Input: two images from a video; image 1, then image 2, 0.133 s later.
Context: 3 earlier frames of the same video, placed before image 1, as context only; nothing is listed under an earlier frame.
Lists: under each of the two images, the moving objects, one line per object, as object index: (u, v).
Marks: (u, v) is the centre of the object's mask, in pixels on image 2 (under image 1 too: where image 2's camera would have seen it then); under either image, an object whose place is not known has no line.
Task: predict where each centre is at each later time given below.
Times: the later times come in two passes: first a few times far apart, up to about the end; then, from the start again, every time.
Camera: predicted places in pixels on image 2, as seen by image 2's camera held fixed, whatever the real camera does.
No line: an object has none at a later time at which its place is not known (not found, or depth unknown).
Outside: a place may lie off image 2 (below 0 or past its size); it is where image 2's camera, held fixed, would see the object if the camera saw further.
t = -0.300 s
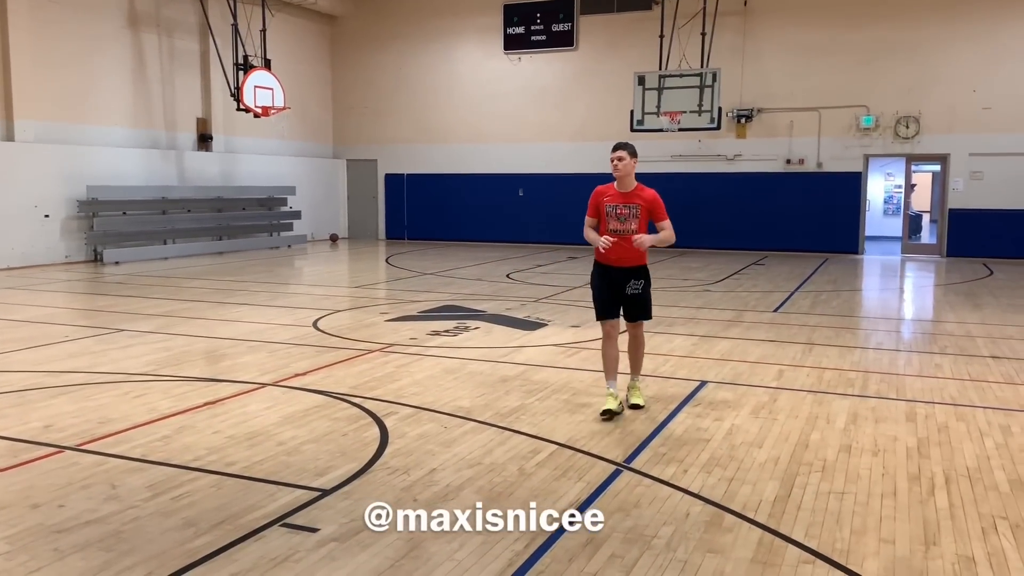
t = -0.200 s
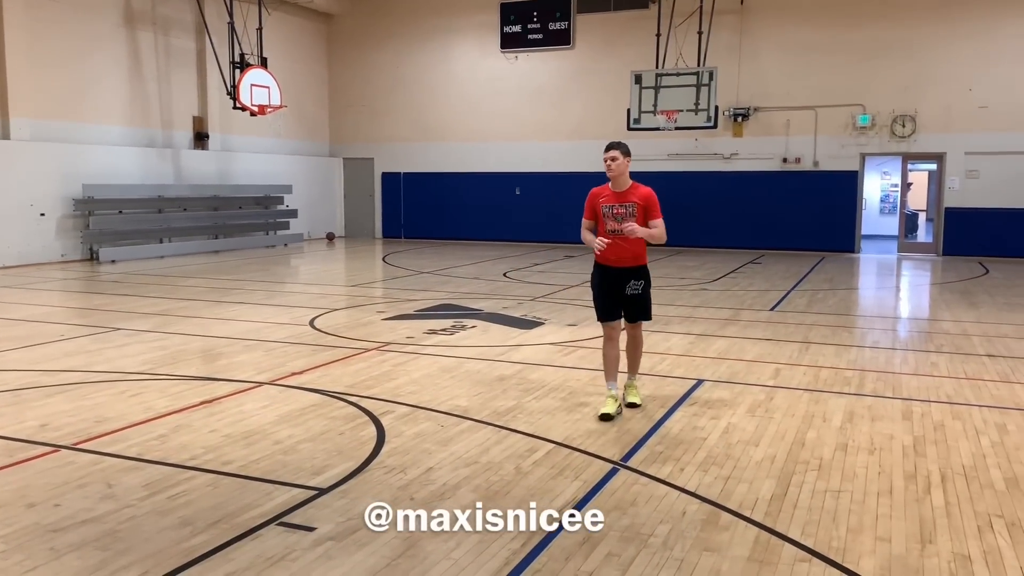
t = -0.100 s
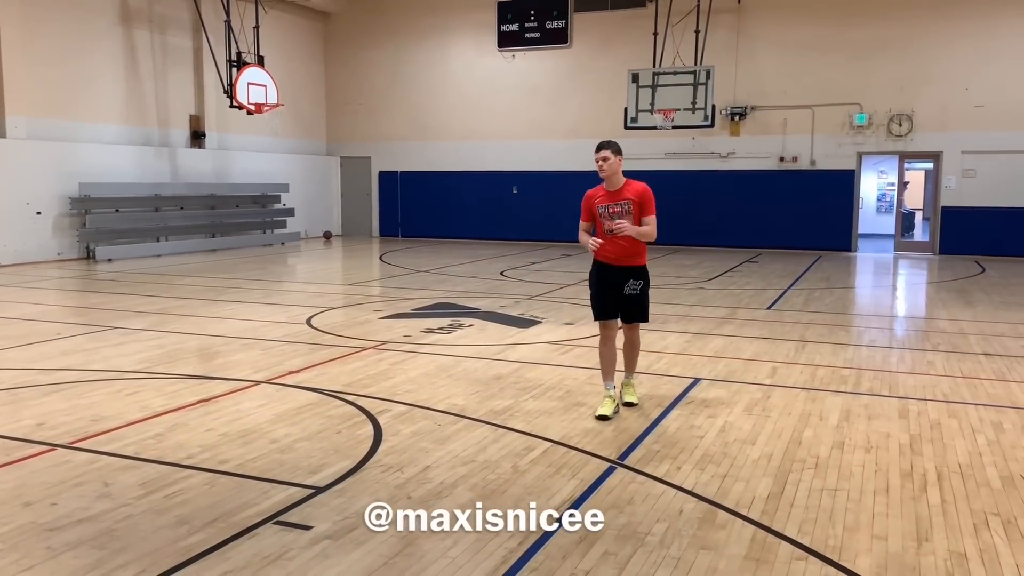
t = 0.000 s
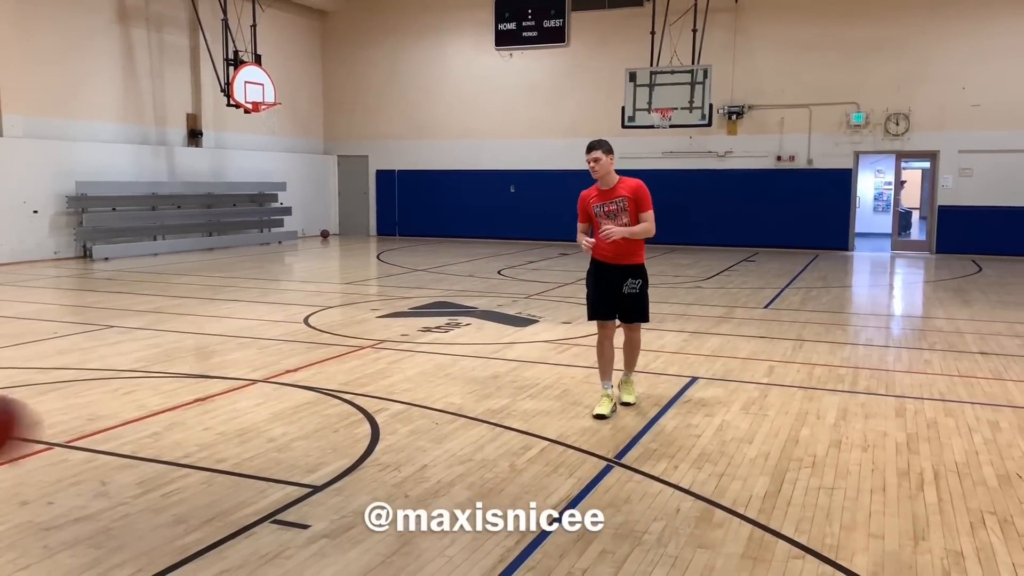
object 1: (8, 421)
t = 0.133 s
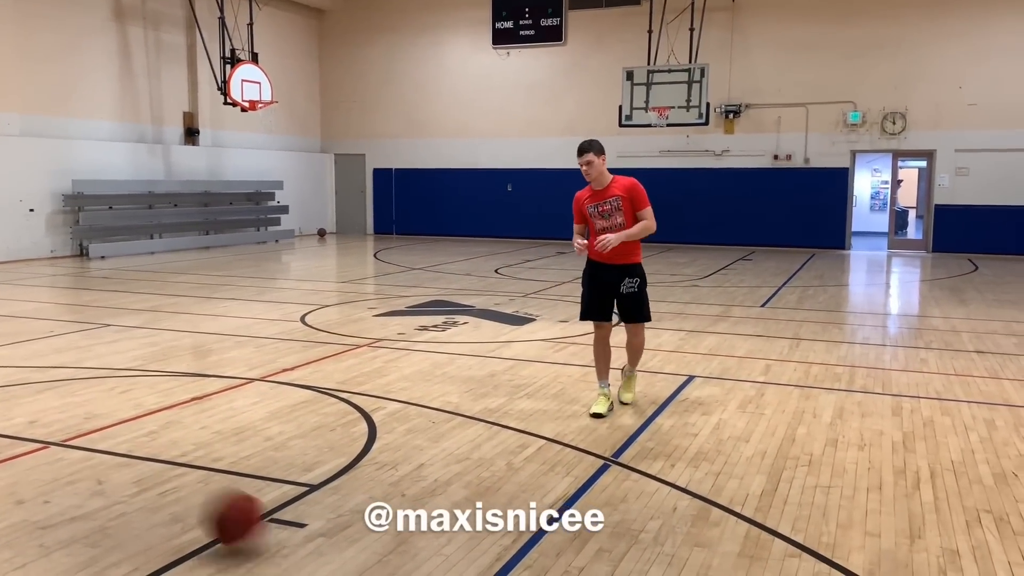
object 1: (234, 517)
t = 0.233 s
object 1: (324, 429)
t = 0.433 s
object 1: (465, 305)
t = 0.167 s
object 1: (268, 499)
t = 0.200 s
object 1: (298, 460)
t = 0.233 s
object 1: (324, 429)
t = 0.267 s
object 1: (351, 399)
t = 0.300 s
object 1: (375, 374)
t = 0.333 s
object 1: (399, 353)
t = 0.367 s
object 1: (422, 334)
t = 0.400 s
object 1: (444, 318)
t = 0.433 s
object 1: (465, 305)
